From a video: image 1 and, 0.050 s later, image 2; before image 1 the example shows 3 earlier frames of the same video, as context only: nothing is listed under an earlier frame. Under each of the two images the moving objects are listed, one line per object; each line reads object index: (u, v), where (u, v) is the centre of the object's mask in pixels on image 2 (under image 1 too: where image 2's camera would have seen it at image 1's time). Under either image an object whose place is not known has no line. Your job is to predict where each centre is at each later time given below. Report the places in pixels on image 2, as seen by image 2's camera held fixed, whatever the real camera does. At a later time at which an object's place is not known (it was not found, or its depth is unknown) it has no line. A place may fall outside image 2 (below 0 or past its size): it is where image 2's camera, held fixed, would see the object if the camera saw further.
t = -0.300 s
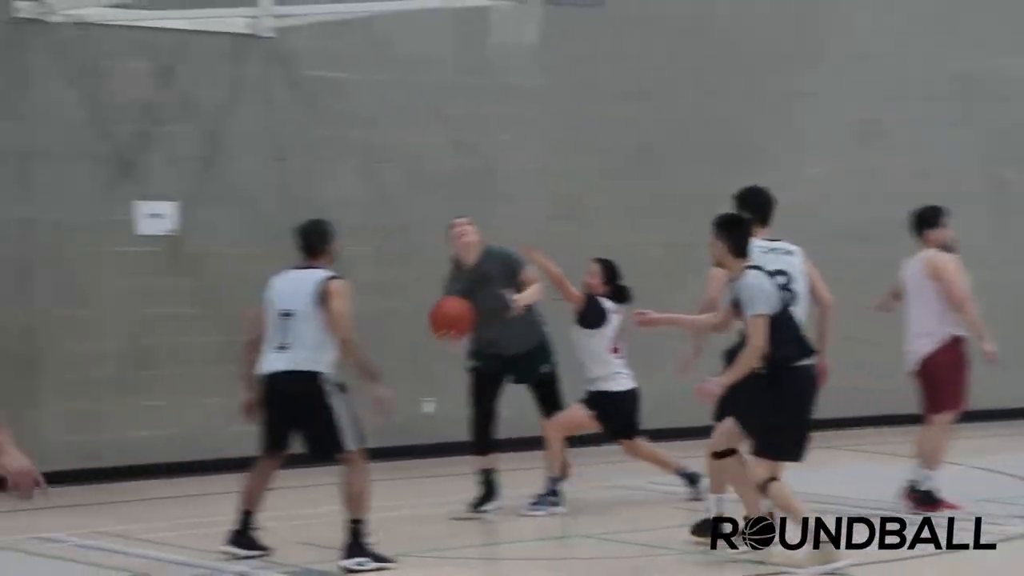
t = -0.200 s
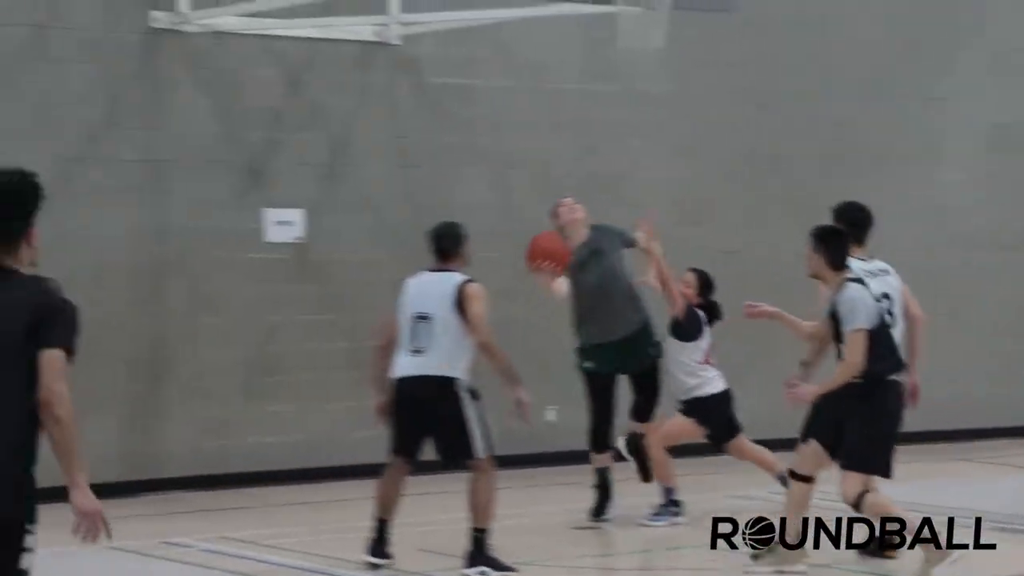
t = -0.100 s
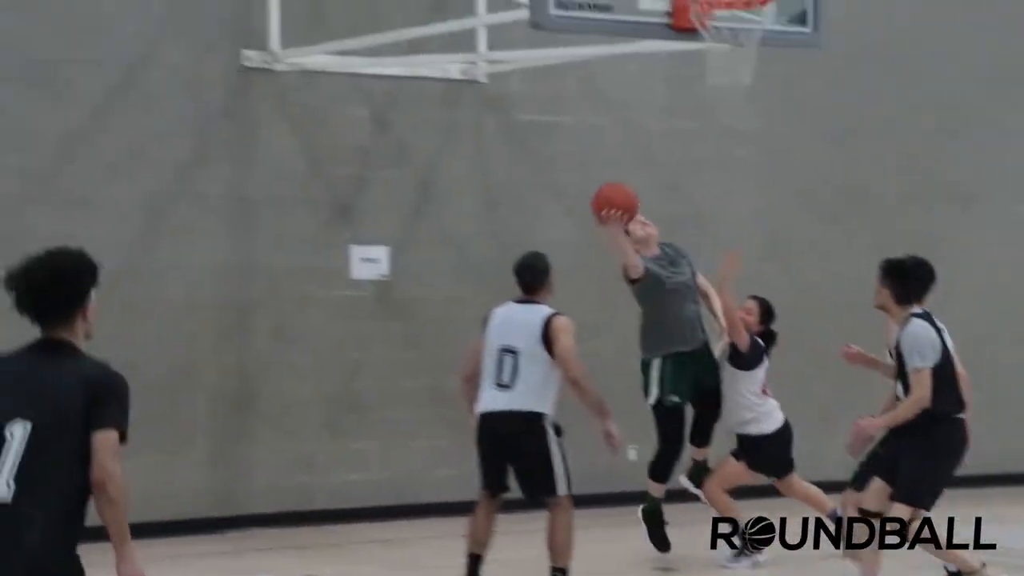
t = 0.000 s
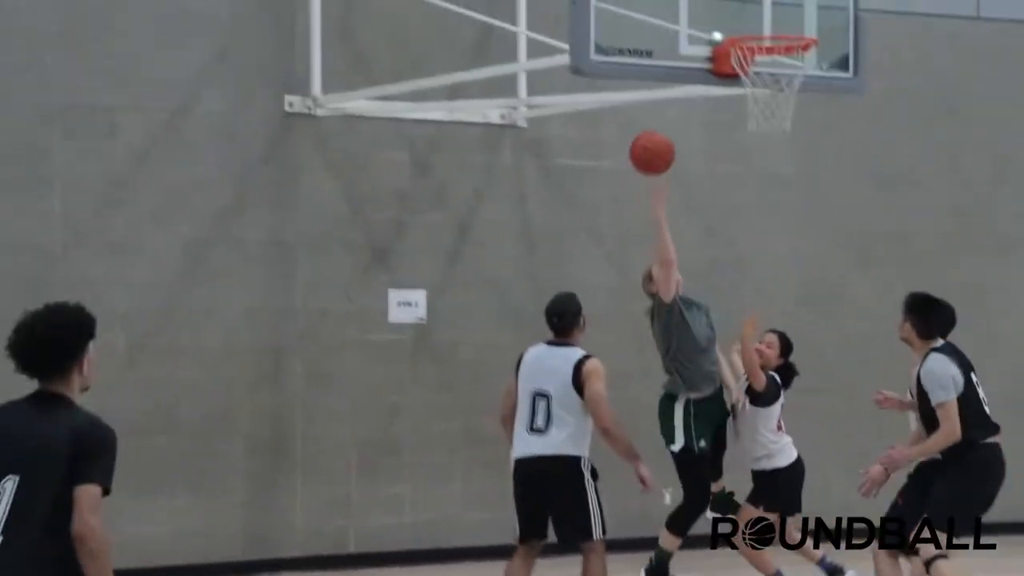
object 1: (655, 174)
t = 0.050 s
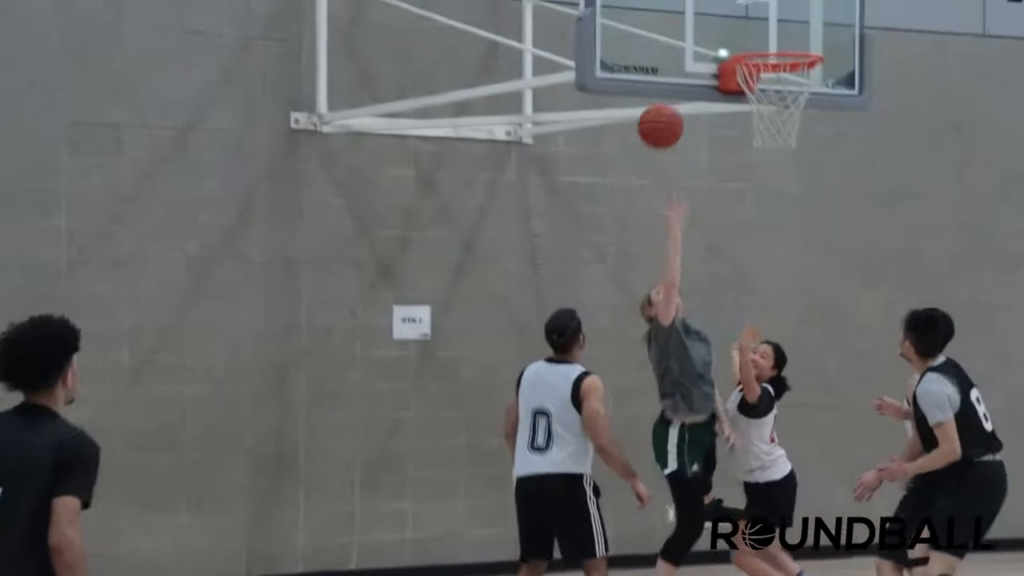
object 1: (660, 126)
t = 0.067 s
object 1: (662, 112)
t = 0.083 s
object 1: (663, 99)
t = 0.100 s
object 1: (665, 87)
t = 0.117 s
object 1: (666, 76)
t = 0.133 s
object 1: (670, 66)
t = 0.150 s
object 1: (673, 57)
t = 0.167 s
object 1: (676, 48)
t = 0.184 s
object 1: (680, 40)
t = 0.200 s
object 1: (683, 32)
